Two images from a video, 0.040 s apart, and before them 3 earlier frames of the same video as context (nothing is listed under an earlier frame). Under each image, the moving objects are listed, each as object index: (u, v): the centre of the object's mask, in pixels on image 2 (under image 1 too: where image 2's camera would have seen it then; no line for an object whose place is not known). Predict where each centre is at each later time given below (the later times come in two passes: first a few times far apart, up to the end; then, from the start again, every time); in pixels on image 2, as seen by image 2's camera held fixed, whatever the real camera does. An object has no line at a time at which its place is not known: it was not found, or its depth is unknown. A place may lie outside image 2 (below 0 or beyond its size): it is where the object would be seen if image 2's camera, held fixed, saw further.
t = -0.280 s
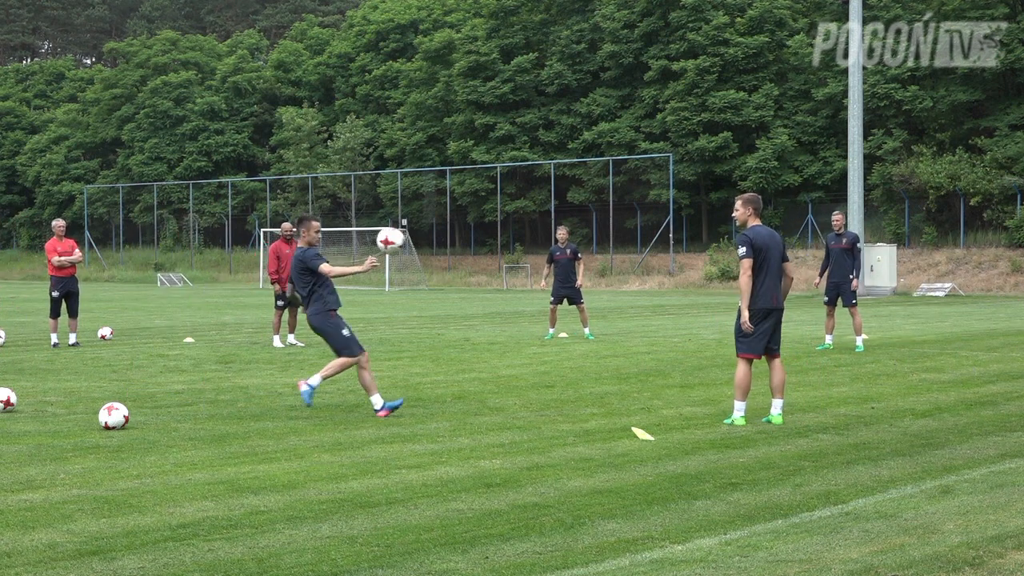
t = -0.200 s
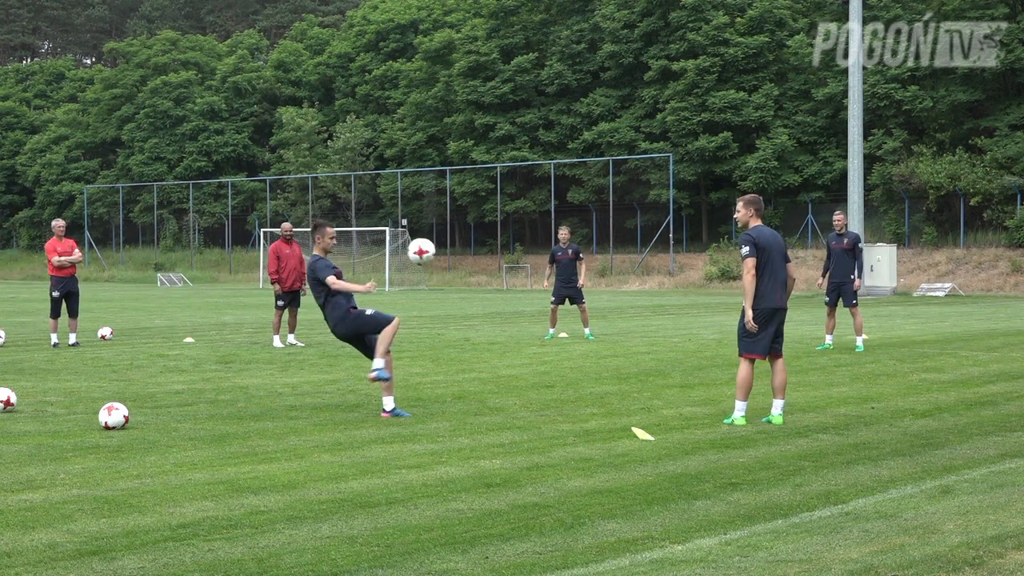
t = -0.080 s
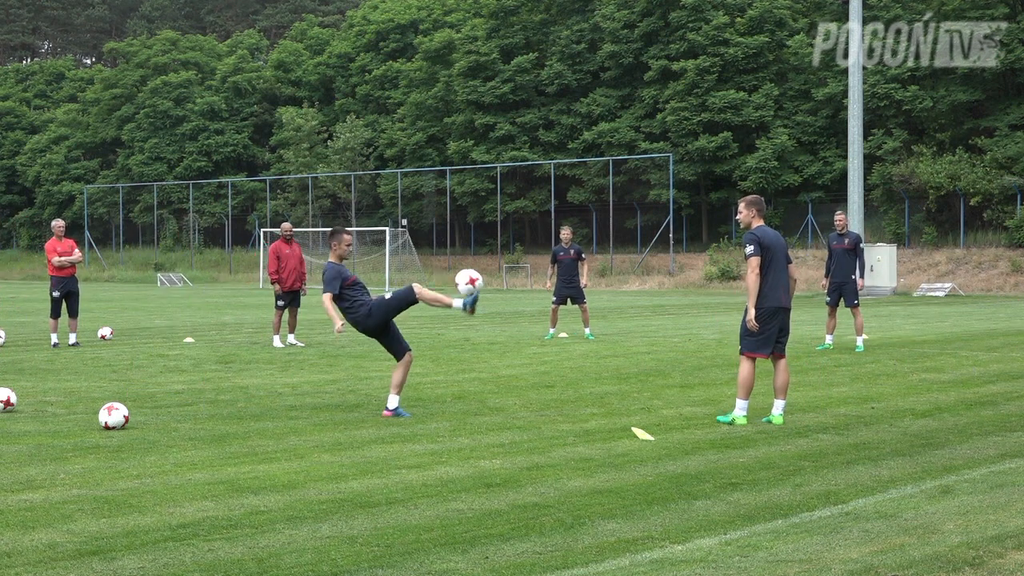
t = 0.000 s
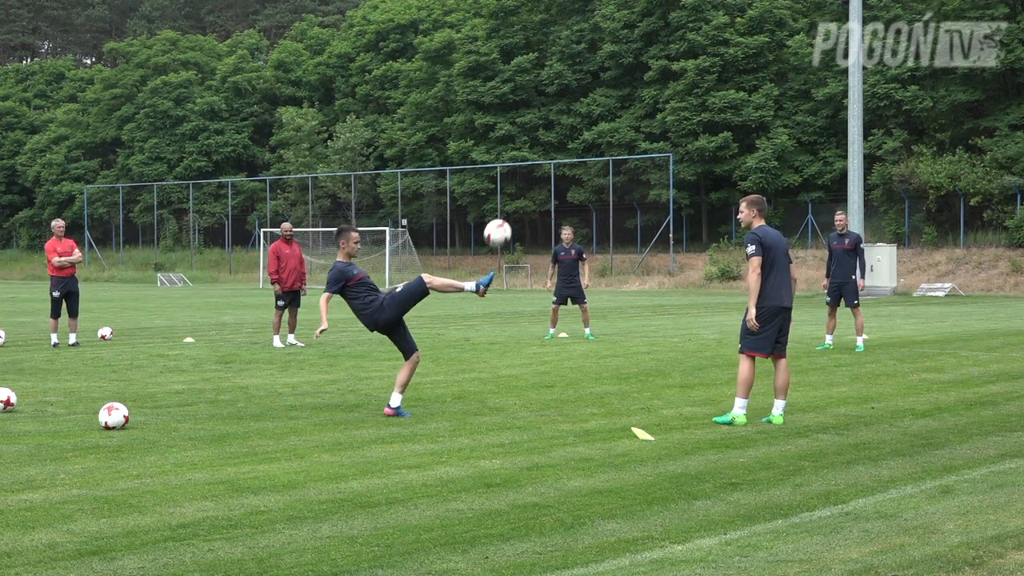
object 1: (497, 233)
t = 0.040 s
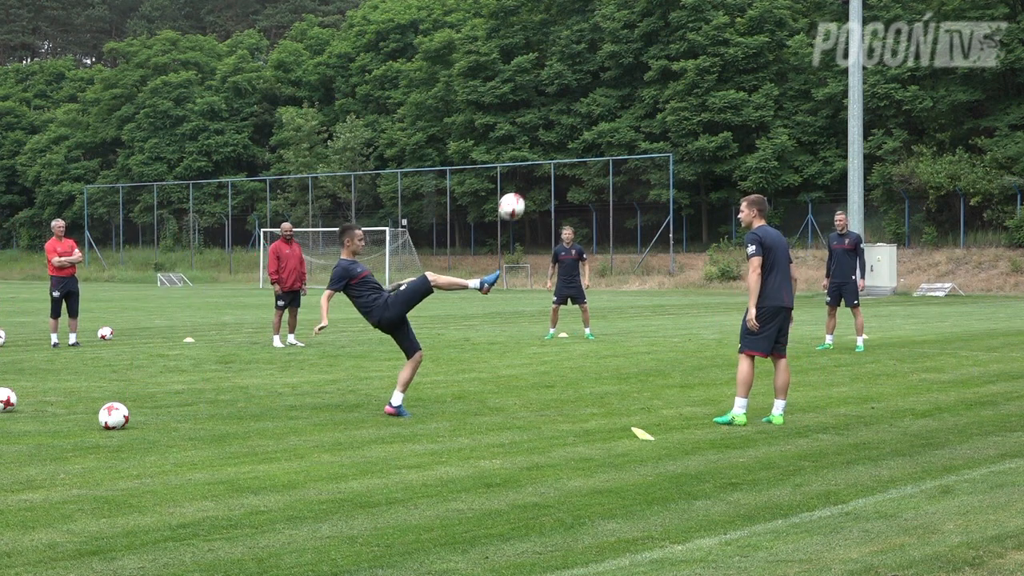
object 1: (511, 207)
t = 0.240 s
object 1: (576, 111)
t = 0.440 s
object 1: (632, 71)
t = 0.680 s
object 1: (691, 77)
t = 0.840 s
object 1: (725, 109)
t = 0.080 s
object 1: (524, 182)
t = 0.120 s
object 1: (538, 161)
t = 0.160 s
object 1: (551, 142)
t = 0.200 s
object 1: (564, 125)
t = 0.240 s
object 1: (576, 111)
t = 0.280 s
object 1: (588, 99)
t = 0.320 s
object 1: (599, 89)
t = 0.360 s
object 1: (610, 81)
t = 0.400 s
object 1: (622, 75)
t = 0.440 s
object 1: (632, 71)
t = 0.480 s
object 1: (643, 68)
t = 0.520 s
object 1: (653, 67)
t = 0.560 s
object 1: (663, 67)
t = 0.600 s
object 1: (672, 69)
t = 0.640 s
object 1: (682, 72)
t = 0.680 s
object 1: (691, 77)
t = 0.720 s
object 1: (700, 83)
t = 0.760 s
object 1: (708, 90)
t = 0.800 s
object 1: (717, 100)
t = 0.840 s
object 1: (725, 109)
